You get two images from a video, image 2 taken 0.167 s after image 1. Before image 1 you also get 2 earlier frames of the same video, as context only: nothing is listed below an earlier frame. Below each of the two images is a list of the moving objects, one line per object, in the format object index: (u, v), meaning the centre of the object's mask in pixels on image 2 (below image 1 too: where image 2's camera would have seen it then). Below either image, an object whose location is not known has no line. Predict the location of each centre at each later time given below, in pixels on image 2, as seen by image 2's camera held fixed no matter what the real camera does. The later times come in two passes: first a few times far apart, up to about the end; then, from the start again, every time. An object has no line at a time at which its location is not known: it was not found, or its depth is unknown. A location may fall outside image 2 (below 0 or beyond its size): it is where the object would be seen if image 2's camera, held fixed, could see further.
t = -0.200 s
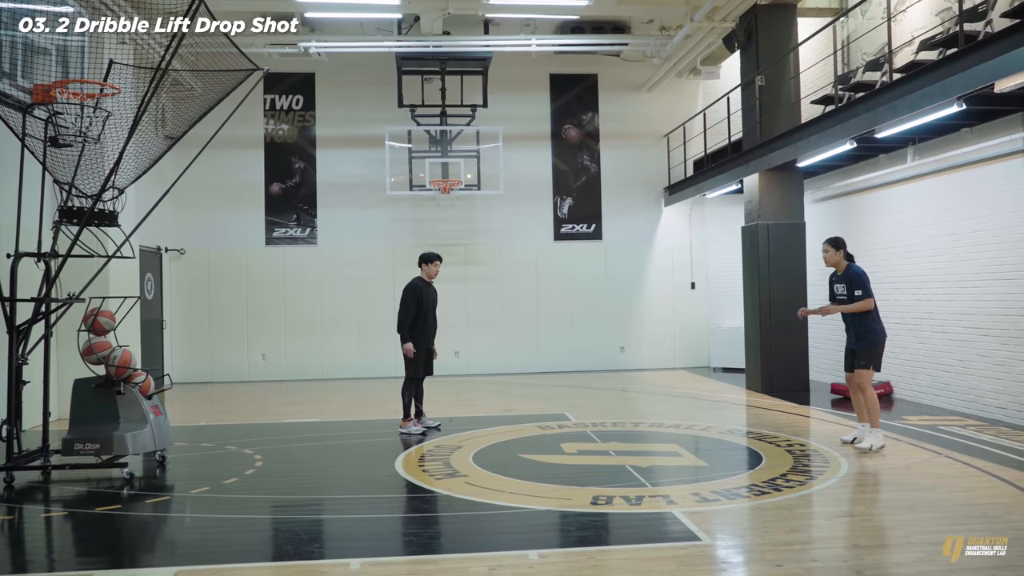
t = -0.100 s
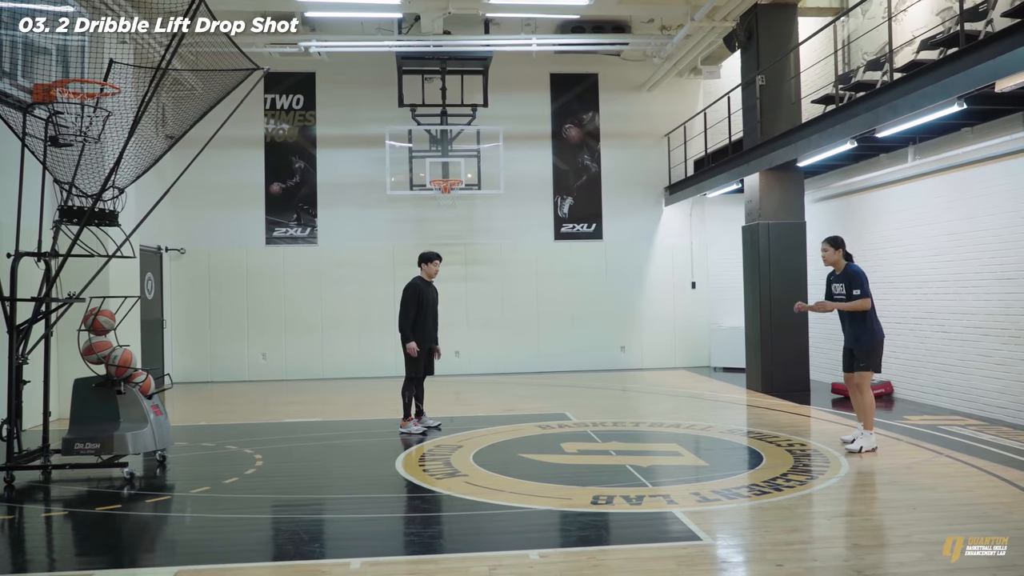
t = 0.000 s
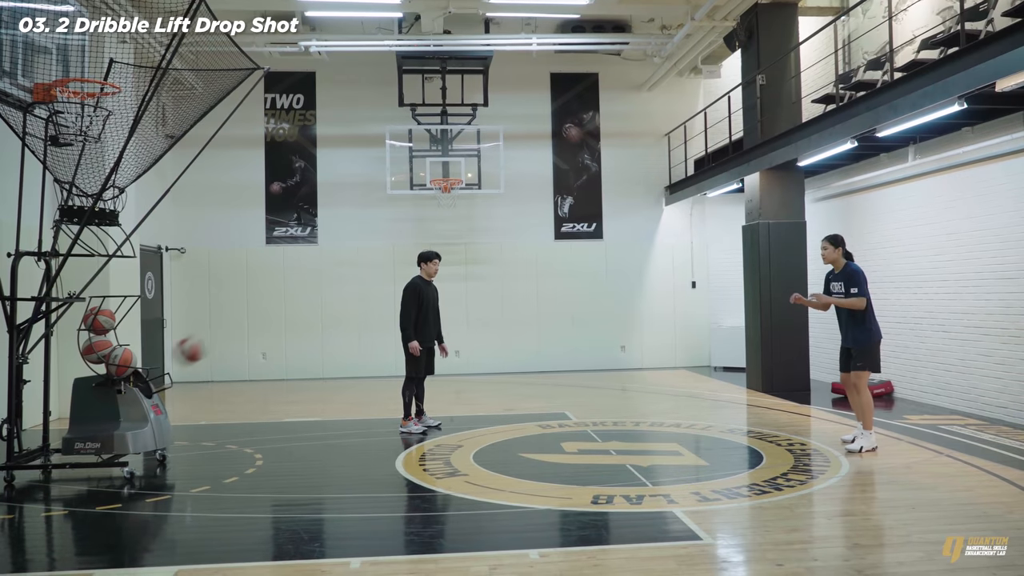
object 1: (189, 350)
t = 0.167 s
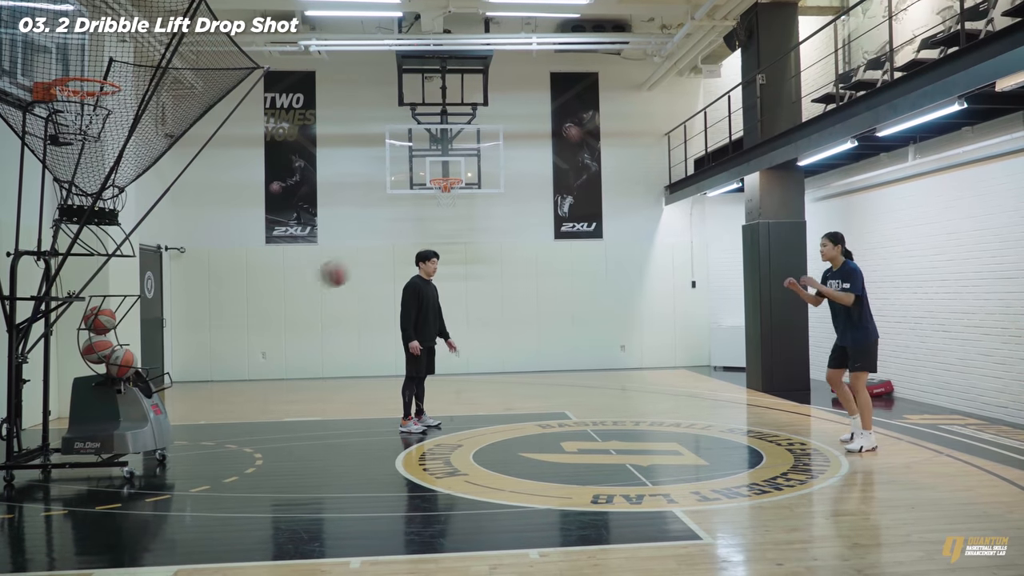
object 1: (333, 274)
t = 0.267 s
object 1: (420, 244)
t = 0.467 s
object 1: (589, 219)
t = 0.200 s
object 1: (362, 263)
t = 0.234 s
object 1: (391, 253)
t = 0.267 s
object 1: (420, 244)
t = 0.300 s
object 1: (449, 238)
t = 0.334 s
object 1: (476, 232)
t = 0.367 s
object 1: (504, 227)
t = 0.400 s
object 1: (534, 223)
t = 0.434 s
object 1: (566, 220)
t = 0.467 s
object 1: (589, 219)
